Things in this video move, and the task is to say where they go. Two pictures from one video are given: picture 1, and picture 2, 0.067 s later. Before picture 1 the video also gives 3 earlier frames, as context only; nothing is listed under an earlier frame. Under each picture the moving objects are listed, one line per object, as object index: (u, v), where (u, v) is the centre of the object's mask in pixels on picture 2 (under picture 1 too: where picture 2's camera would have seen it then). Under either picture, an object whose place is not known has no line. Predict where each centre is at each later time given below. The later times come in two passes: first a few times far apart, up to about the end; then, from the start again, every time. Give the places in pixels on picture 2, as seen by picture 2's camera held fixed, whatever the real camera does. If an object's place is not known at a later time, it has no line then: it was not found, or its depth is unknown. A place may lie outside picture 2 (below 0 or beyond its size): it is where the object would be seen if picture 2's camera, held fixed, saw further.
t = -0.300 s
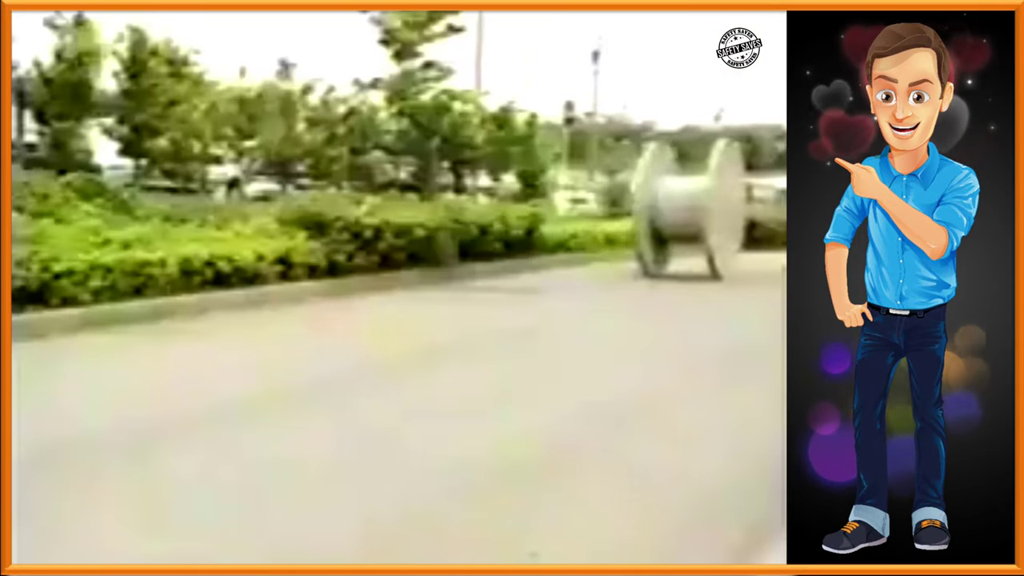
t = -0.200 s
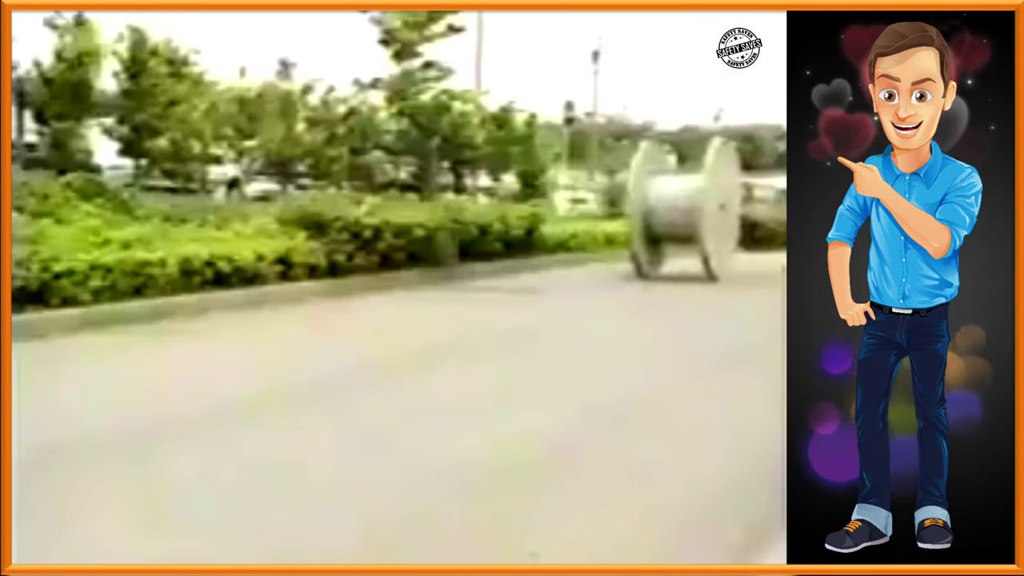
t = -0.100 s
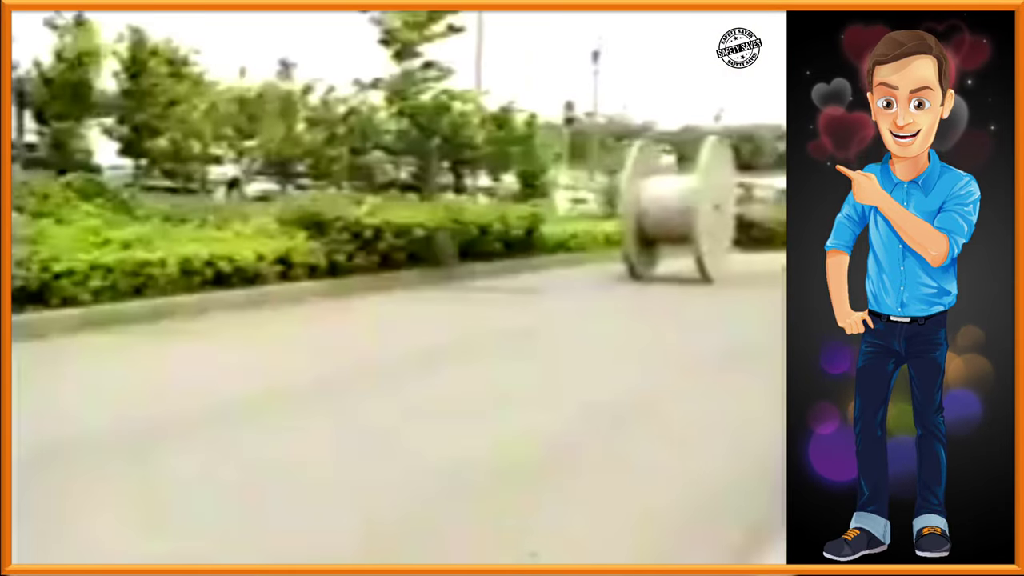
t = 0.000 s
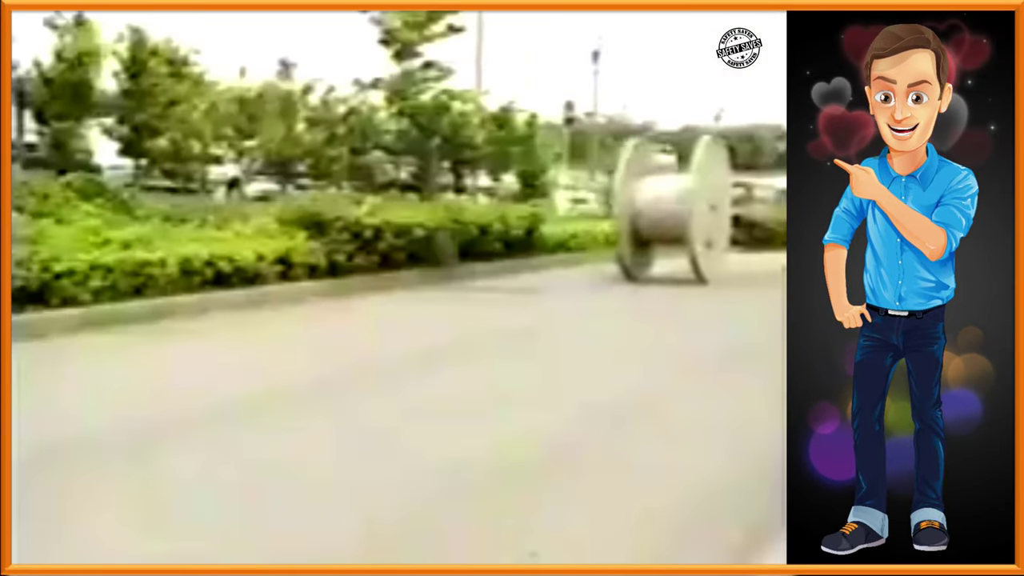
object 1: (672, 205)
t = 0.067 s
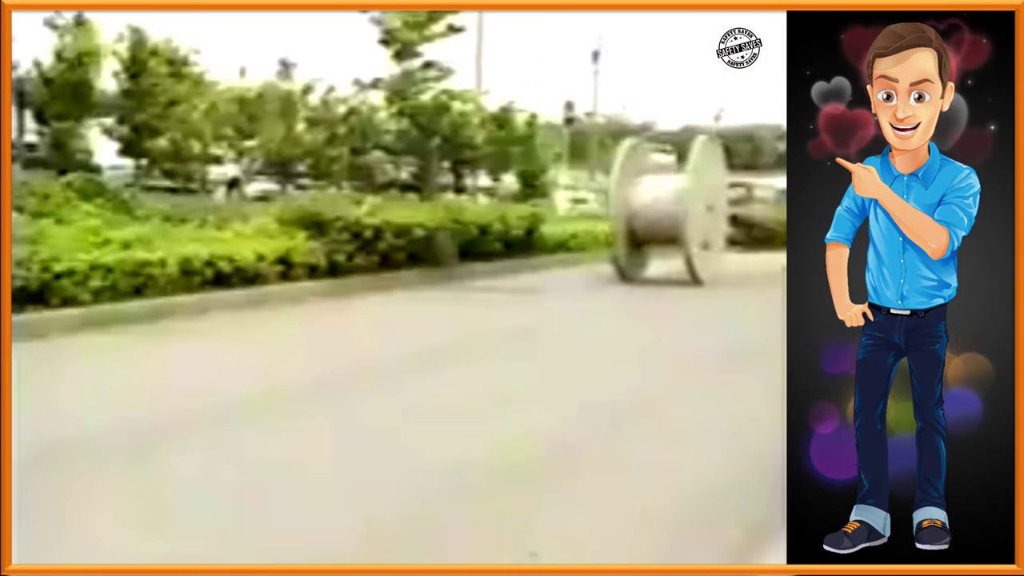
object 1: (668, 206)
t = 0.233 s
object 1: (659, 205)
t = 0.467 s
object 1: (642, 208)
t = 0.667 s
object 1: (624, 210)
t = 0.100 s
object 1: (667, 206)
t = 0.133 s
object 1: (665, 206)
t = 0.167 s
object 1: (663, 206)
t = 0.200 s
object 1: (661, 205)
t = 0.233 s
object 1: (659, 205)
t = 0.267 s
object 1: (657, 206)
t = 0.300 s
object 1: (655, 206)
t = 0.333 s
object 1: (652, 207)
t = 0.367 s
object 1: (649, 208)
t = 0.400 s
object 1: (646, 207)
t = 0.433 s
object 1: (644, 208)
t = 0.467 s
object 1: (642, 208)
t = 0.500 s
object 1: (639, 209)
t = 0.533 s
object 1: (636, 209)
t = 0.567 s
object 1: (635, 210)
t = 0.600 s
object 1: (629, 210)
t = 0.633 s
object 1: (625, 209)
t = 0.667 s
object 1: (624, 210)
